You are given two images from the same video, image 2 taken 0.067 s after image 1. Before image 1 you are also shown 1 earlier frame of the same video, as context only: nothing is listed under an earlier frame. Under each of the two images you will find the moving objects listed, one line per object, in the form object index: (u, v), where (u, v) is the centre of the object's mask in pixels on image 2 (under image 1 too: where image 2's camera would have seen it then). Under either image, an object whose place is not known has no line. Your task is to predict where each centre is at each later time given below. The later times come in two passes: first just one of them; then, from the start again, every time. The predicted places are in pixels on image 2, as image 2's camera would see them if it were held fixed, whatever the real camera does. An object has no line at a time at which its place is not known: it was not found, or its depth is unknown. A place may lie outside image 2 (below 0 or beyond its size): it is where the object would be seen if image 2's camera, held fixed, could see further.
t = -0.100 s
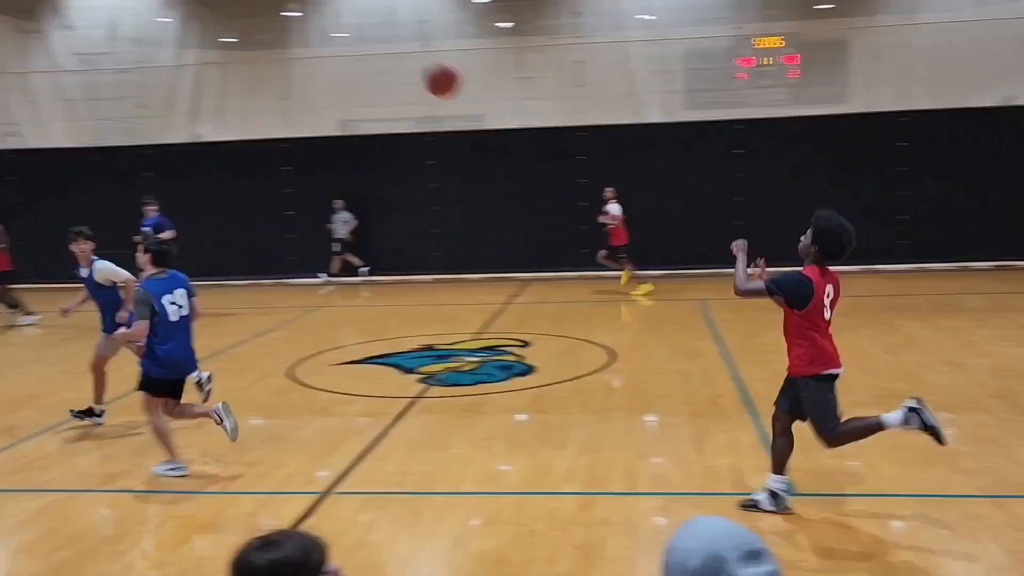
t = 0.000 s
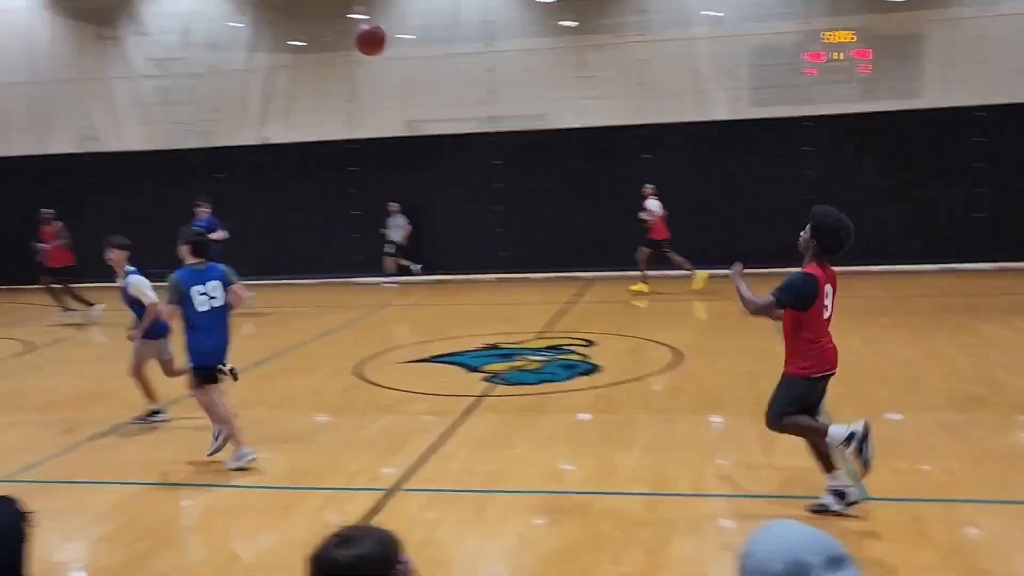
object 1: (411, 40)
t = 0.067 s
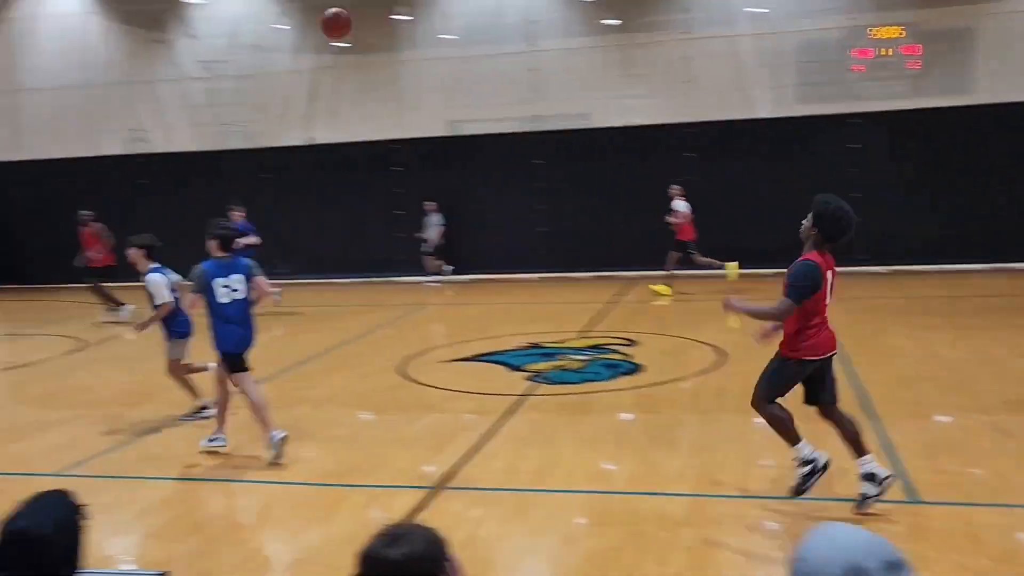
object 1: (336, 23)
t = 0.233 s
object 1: (181, 7)
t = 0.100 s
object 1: (301, 17)
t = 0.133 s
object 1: (268, 13)
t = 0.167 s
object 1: (238, 10)
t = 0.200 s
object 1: (209, 8)
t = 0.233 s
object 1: (181, 7)
